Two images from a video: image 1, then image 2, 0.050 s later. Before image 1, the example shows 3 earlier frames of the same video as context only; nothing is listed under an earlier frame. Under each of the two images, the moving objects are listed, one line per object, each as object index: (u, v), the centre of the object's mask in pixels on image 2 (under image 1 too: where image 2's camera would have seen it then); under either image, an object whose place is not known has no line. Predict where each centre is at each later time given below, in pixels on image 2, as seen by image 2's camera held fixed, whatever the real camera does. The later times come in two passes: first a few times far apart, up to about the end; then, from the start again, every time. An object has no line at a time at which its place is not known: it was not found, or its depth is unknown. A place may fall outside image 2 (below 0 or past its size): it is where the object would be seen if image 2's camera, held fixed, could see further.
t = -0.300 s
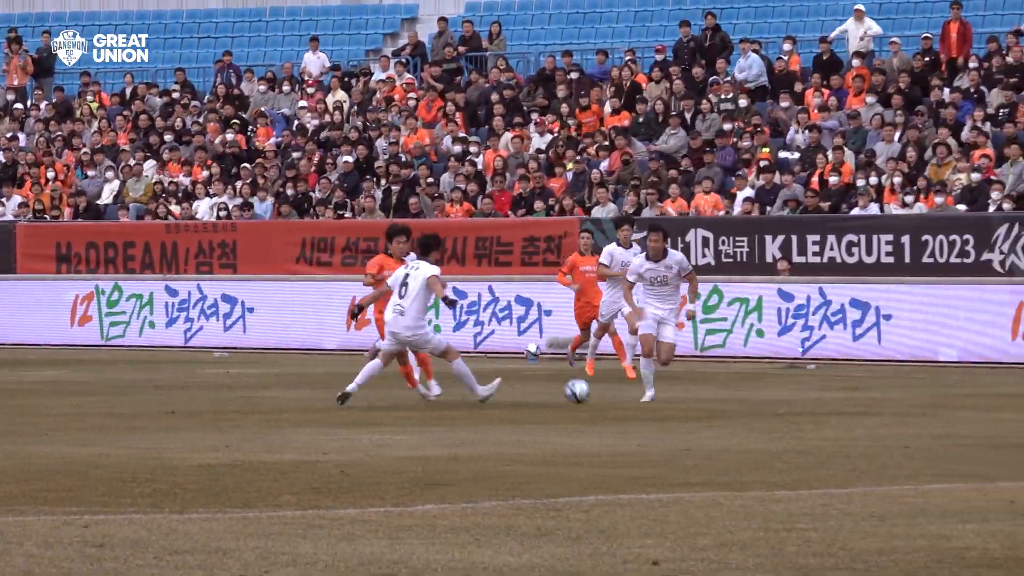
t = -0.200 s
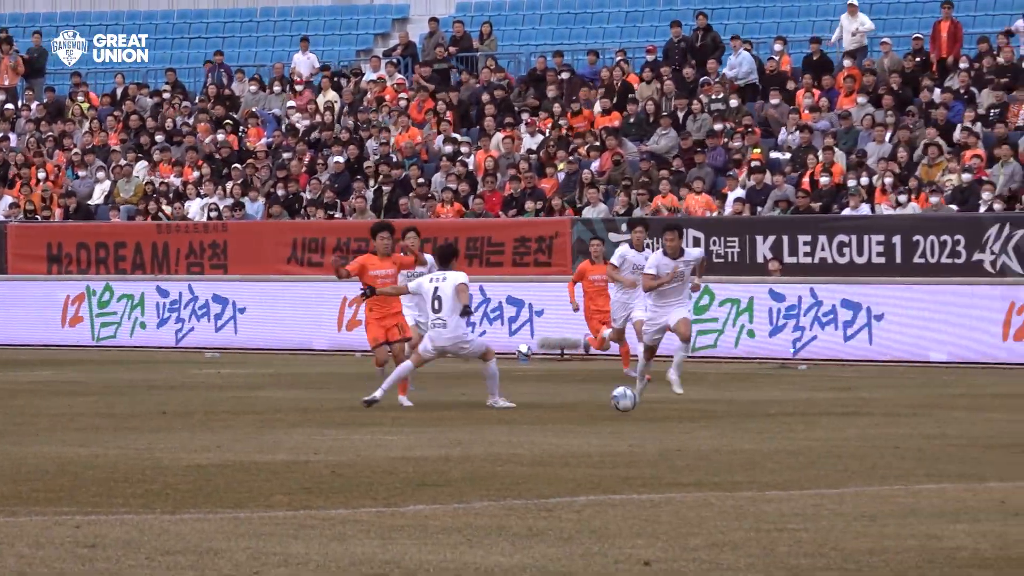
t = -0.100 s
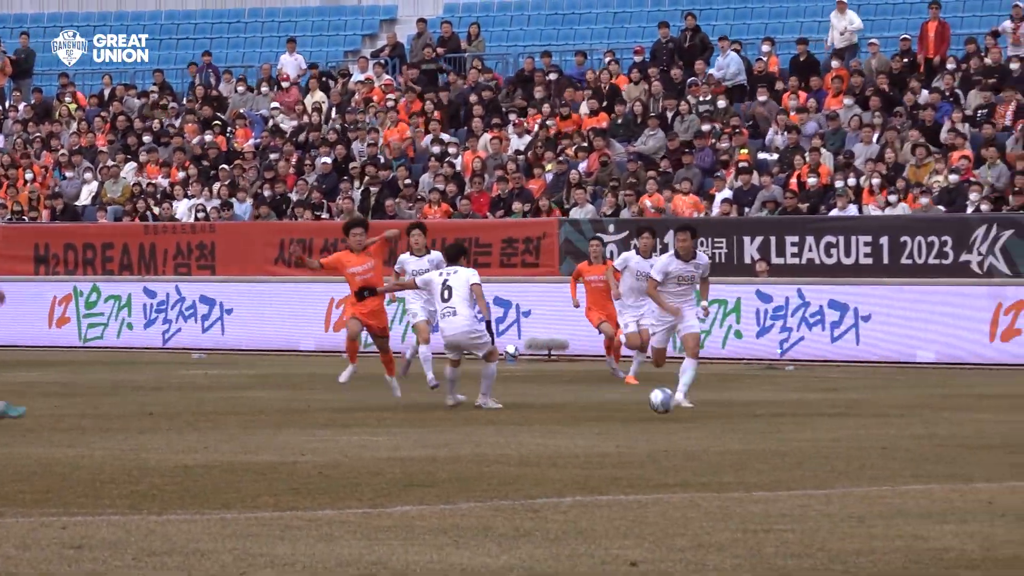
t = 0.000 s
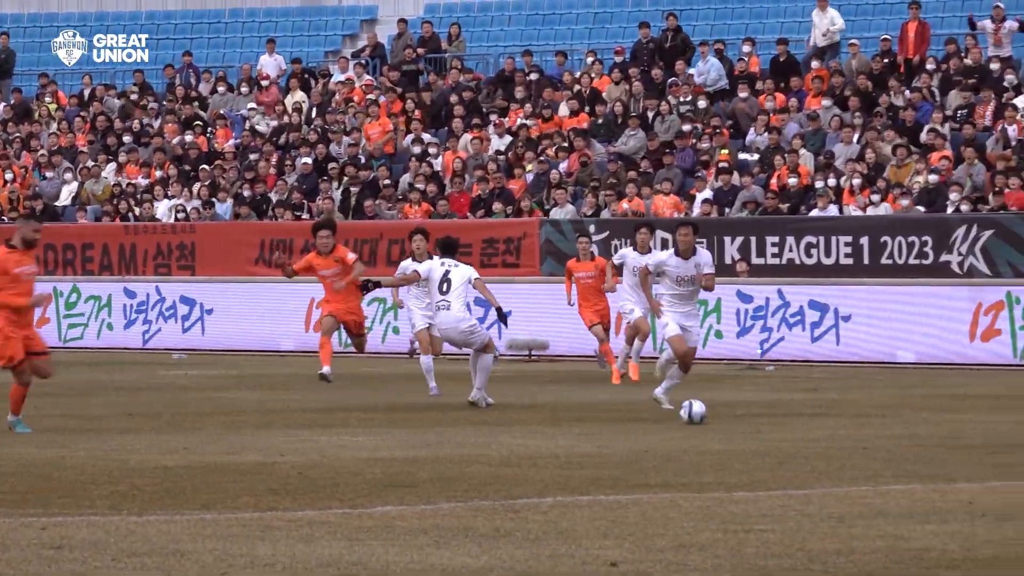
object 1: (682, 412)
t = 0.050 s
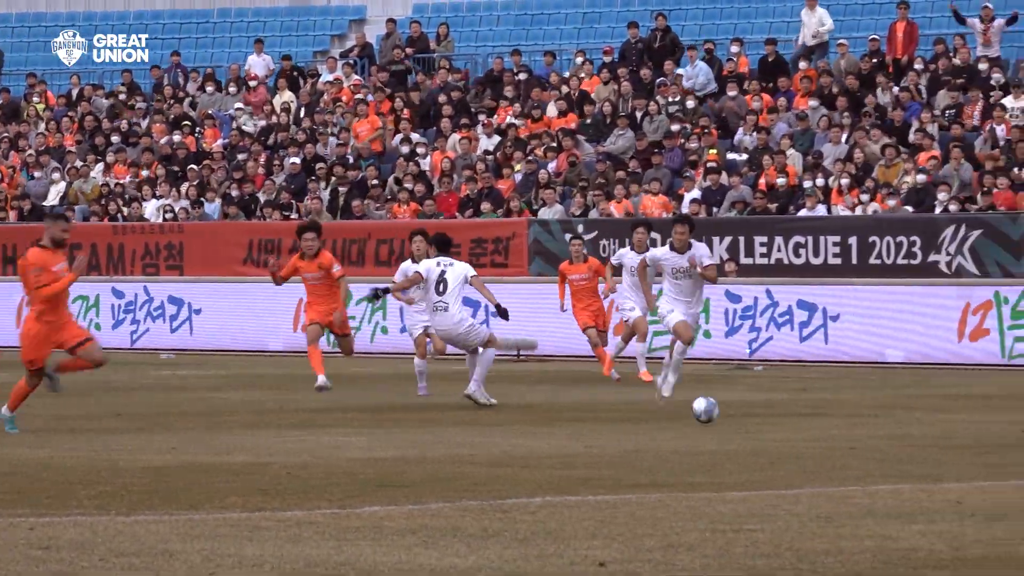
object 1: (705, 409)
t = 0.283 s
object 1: (814, 422)
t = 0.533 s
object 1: (939, 427)
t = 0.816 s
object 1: (1085, 440)
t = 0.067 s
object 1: (712, 409)
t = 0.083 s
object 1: (720, 410)
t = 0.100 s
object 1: (728, 411)
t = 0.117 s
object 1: (736, 412)
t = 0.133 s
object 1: (743, 414)
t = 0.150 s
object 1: (751, 416)
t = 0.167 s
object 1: (759, 418)
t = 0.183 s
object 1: (766, 419)
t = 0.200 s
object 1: (774, 419)
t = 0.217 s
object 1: (782, 419)
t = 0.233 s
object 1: (790, 420)
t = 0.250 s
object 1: (798, 420)
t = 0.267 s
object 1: (805, 421)
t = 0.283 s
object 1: (814, 422)
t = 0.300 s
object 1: (823, 422)
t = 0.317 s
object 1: (831, 422)
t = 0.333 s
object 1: (838, 422)
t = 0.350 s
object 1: (847, 422)
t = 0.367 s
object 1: (855, 423)
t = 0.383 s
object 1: (863, 424)
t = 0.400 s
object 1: (871, 424)
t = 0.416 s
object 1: (880, 424)
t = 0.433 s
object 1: (888, 424)
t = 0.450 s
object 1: (897, 423)
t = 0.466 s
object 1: (906, 423)
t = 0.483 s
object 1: (914, 423)
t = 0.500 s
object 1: (922, 424)
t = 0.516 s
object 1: (931, 425)
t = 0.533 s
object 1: (939, 427)
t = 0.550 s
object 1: (948, 429)
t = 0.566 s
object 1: (957, 431)
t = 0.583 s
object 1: (965, 431)
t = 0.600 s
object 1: (974, 432)
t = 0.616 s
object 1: (982, 432)
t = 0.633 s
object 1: (990, 433)
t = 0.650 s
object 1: (999, 433)
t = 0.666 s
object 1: (1007, 434)
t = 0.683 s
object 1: (1015, 436)
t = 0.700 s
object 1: (1023, 436)
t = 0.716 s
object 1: (1033, 436)
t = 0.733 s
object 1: (1041, 436)
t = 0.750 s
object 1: (1050, 436)
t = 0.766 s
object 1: (1058, 436)
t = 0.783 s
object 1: (1068, 437)
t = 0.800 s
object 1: (1076, 438)
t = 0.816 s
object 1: (1085, 440)
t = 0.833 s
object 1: (1094, 442)
